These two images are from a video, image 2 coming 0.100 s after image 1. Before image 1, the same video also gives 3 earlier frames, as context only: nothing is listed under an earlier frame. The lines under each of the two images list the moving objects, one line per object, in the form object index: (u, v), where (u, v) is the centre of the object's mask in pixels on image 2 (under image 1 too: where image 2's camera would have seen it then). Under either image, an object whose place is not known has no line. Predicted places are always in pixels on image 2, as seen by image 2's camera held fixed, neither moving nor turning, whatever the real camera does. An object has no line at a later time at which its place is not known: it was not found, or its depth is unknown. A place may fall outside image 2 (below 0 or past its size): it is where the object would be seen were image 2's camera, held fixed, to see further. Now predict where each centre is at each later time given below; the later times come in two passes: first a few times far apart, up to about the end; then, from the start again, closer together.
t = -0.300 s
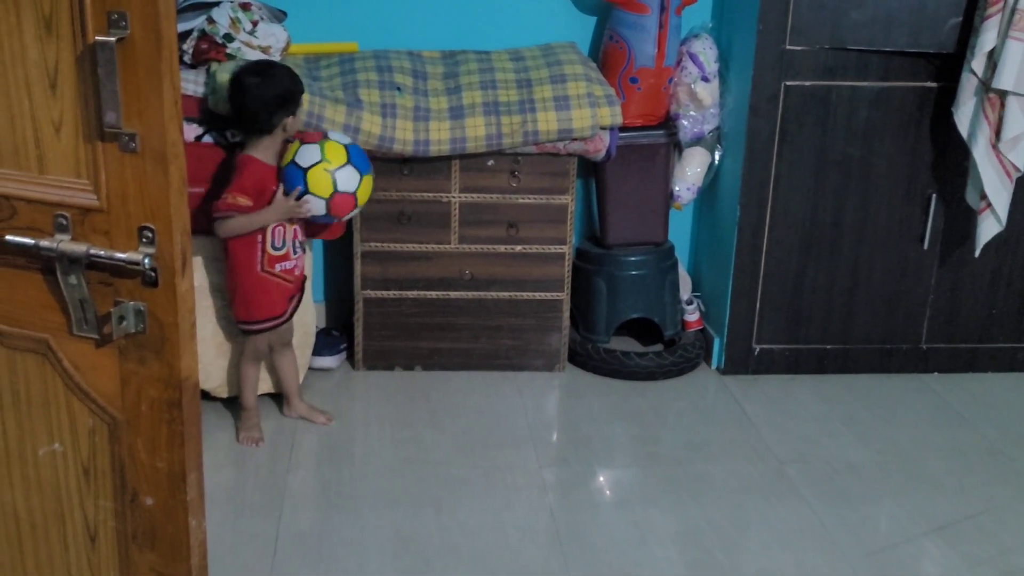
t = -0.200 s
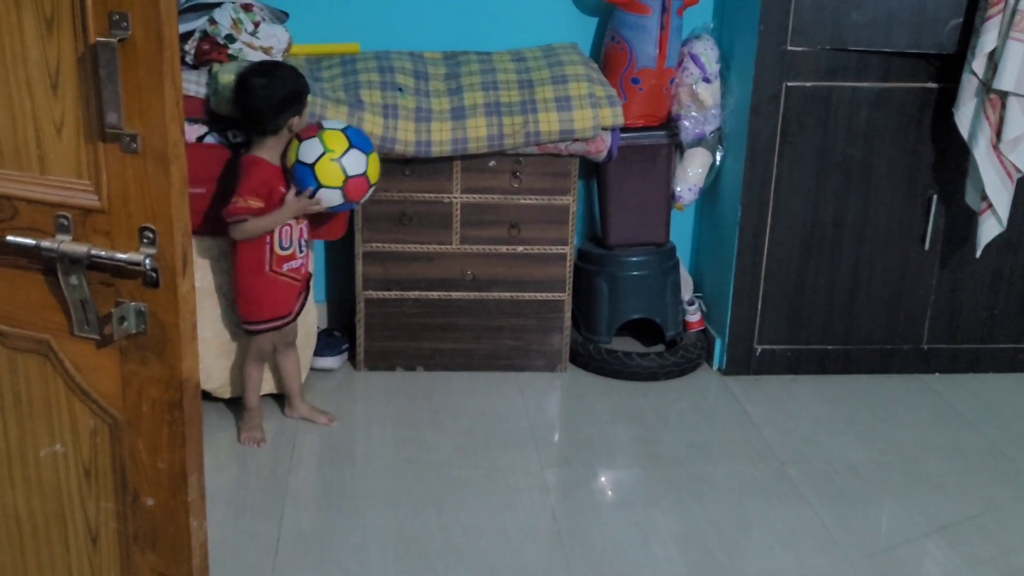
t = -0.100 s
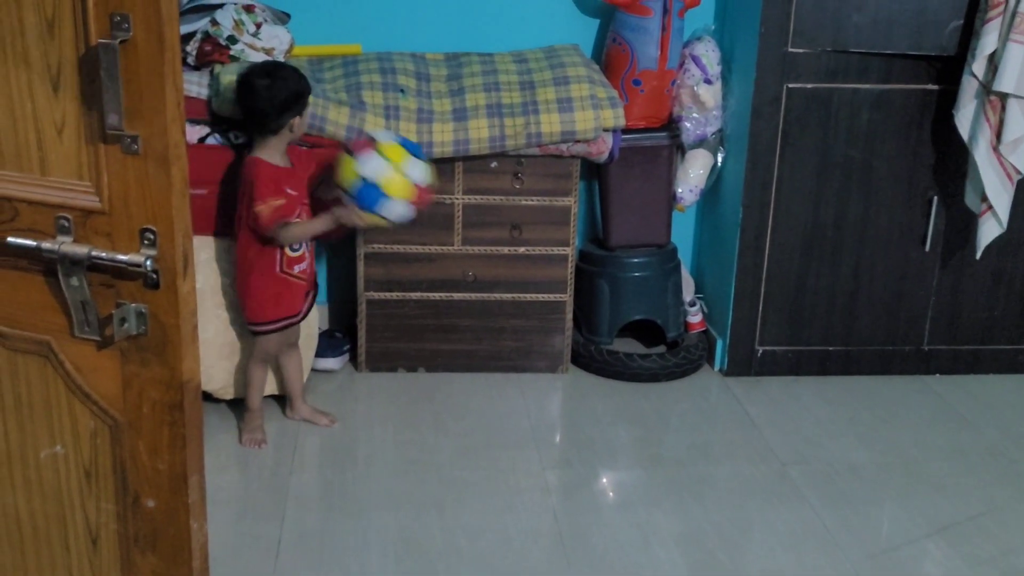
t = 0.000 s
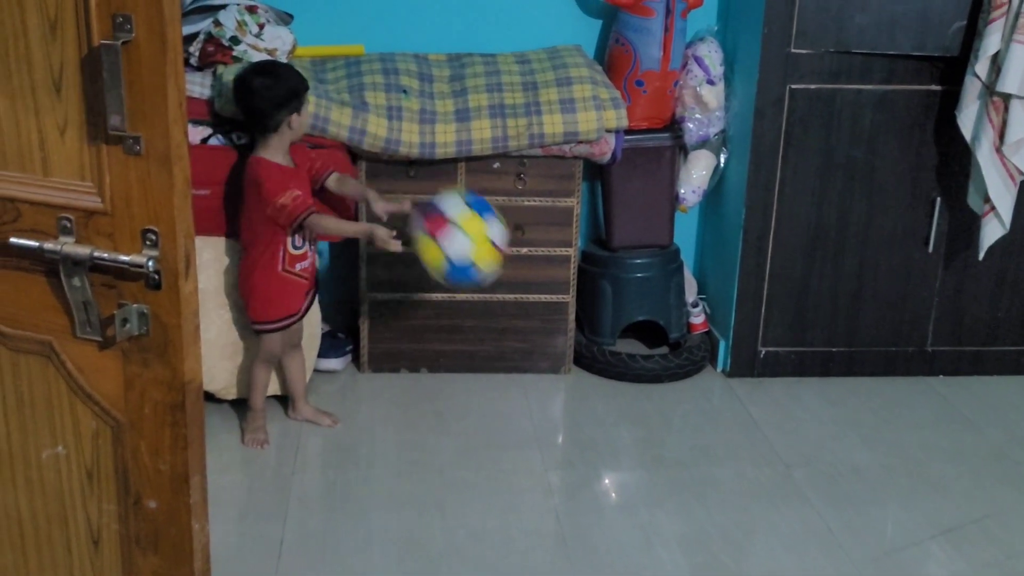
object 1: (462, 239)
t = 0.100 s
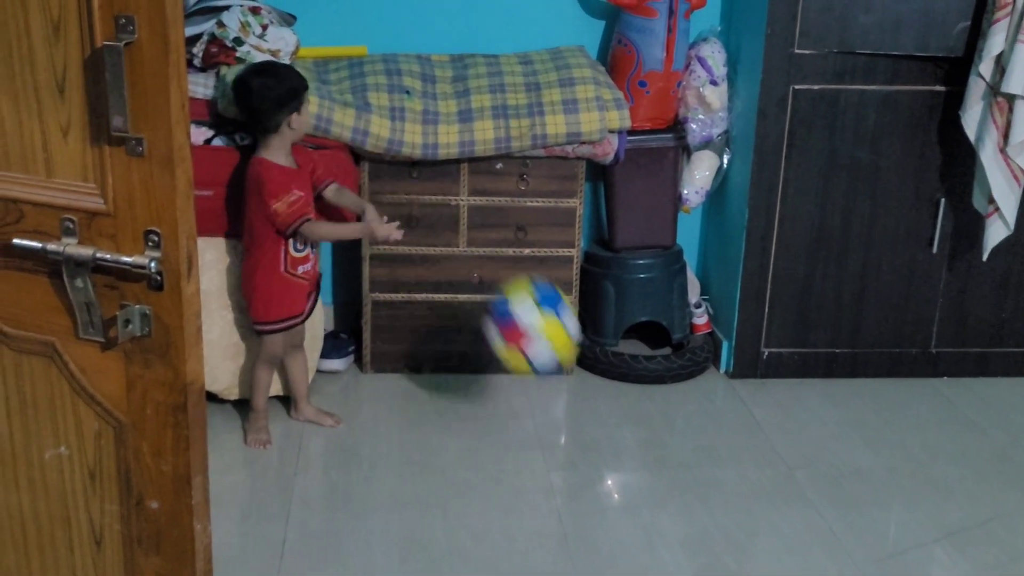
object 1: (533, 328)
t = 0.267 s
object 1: (624, 405)
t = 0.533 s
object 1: (758, 306)
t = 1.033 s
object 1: (936, 378)
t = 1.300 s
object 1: (966, 432)
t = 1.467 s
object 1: (980, 484)
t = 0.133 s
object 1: (555, 362)
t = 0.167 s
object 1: (574, 402)
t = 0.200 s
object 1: (593, 442)
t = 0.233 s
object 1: (608, 432)
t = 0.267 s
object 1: (624, 405)
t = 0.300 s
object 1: (643, 376)
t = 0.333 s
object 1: (662, 354)
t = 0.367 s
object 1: (676, 339)
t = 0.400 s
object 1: (693, 325)
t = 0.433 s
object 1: (710, 314)
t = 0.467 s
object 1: (725, 307)
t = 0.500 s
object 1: (741, 305)
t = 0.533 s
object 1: (758, 306)
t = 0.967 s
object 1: (914, 407)
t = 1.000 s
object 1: (926, 390)
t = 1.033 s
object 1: (936, 378)
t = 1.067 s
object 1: (945, 372)
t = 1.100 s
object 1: (949, 368)
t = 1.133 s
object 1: (954, 370)
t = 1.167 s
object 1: (957, 374)
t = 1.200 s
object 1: (960, 382)
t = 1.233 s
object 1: (962, 396)
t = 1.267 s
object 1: (964, 413)
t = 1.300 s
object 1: (966, 432)
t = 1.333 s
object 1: (967, 458)
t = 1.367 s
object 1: (969, 486)
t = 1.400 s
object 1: (969, 508)
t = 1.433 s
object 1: (974, 504)
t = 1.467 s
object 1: (980, 484)
